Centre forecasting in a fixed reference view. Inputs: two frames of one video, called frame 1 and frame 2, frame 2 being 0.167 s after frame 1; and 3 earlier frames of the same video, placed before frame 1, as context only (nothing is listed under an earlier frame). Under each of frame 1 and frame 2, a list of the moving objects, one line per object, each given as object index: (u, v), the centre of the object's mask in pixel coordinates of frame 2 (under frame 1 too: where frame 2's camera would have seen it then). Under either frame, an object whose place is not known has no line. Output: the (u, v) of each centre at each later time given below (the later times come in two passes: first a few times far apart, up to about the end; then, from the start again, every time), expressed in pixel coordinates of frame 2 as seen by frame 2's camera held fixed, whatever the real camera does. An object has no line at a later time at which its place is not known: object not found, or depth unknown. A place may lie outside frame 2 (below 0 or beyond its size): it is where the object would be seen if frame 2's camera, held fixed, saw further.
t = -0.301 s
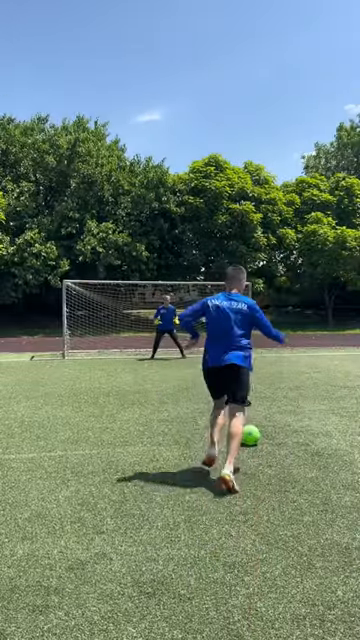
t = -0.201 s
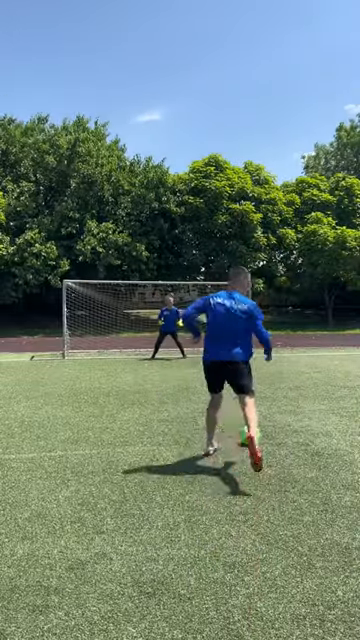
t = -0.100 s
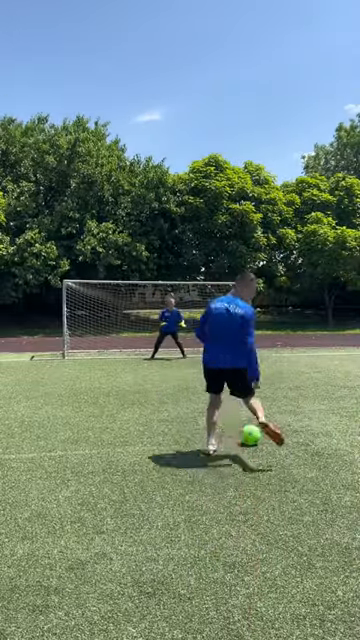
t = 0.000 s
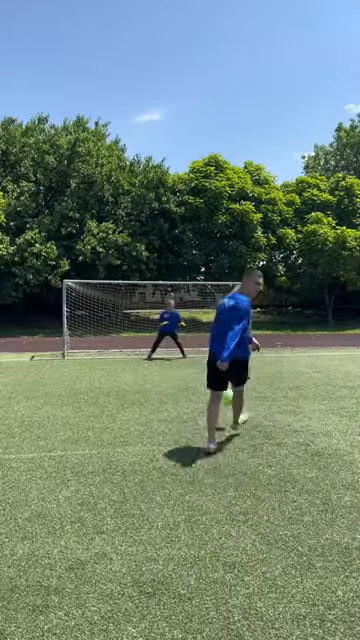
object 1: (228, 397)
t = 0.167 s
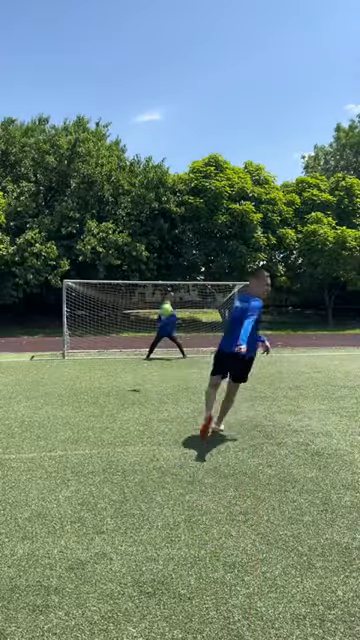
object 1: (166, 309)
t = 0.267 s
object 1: (145, 287)
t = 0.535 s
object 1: (110, 265)
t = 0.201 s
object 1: (158, 300)
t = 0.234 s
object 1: (151, 293)
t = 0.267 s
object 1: (145, 287)
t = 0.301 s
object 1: (139, 282)
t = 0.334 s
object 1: (134, 277)
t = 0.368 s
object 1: (129, 274)
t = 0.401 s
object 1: (125, 271)
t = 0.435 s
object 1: (121, 268)
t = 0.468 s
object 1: (117, 267)
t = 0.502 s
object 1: (114, 266)
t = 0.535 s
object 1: (110, 265)
